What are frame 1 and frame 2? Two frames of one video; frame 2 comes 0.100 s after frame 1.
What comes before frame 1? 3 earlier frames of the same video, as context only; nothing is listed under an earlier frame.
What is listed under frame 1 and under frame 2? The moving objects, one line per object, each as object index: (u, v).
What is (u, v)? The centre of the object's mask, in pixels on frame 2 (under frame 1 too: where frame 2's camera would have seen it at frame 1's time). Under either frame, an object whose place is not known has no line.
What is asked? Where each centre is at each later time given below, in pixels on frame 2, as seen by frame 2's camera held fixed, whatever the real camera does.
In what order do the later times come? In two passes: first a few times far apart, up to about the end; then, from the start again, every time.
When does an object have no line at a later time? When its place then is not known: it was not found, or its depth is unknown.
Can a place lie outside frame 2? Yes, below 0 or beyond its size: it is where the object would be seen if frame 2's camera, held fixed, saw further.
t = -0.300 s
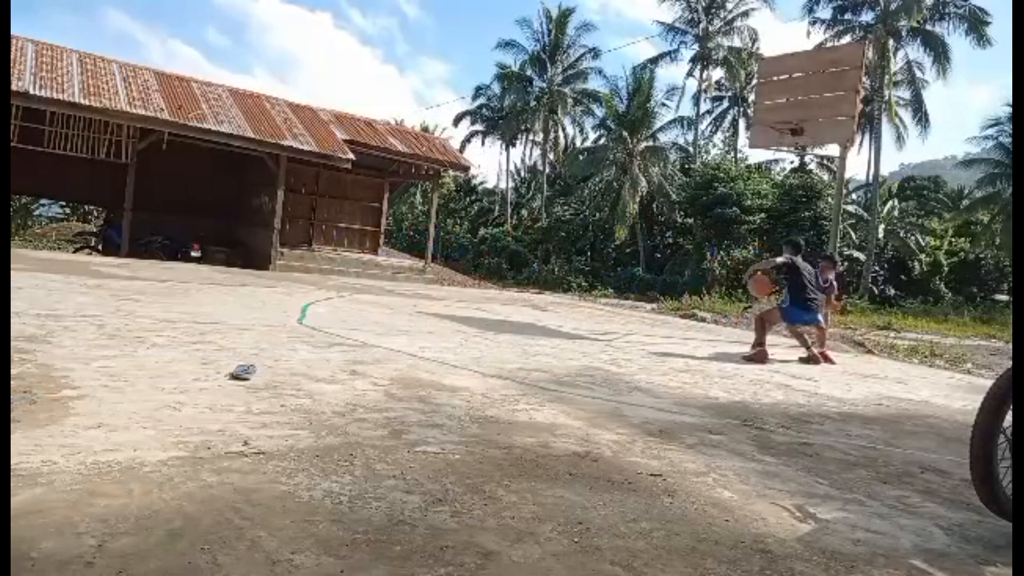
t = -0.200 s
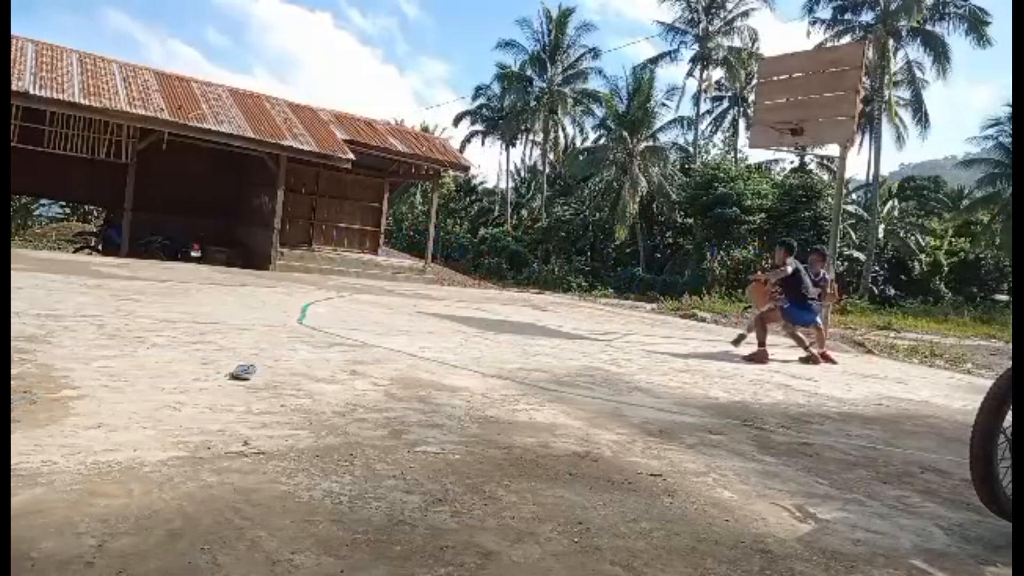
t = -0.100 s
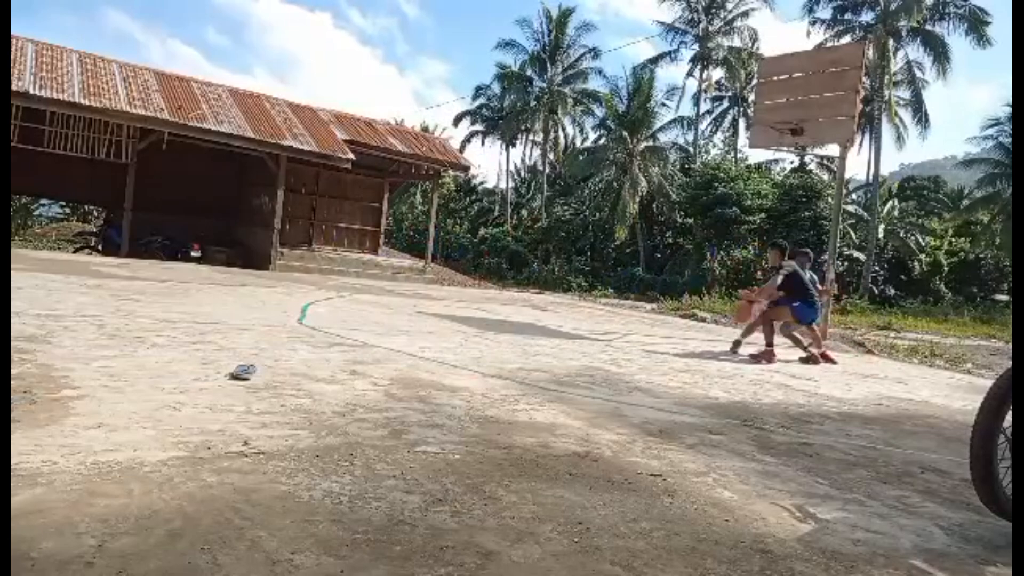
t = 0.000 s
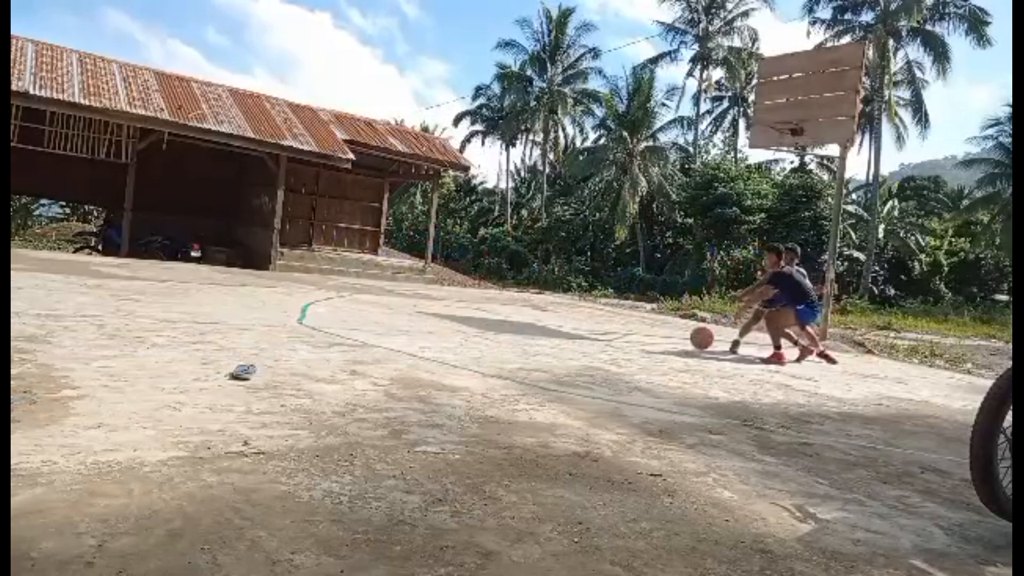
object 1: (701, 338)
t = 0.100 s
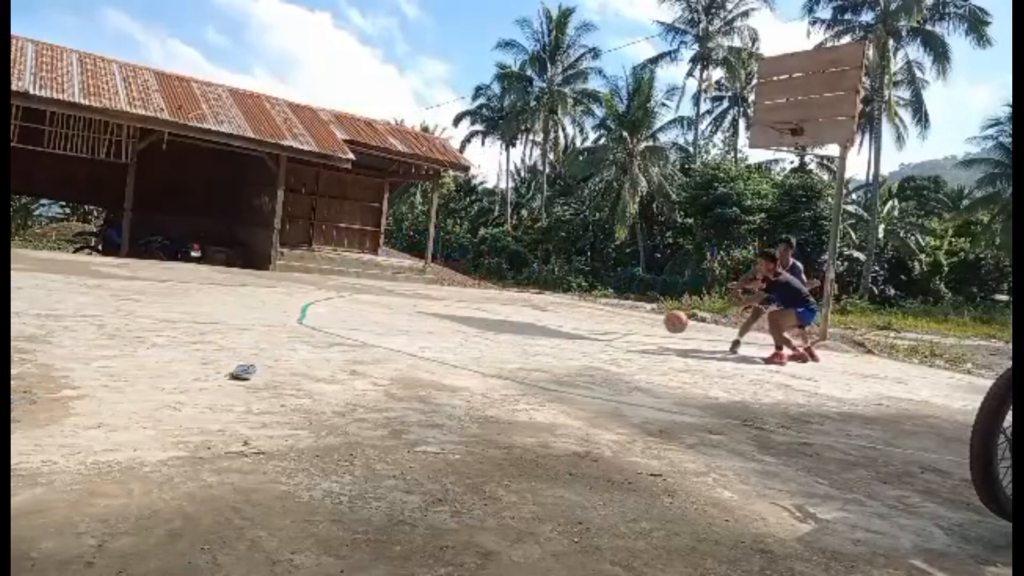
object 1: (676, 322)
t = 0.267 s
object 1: (635, 286)
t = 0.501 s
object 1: (567, 281)
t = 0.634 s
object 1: (522, 307)
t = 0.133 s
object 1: (668, 313)
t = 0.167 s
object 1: (661, 304)
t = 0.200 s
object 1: (653, 297)
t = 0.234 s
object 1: (644, 291)
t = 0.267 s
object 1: (635, 286)
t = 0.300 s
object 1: (626, 282)
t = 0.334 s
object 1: (617, 280)
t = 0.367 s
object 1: (607, 278)
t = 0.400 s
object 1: (599, 277)
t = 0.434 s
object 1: (588, 278)
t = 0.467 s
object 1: (577, 279)
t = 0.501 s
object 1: (567, 281)
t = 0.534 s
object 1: (556, 286)
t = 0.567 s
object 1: (544, 292)
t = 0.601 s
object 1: (532, 299)
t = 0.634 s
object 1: (522, 307)
